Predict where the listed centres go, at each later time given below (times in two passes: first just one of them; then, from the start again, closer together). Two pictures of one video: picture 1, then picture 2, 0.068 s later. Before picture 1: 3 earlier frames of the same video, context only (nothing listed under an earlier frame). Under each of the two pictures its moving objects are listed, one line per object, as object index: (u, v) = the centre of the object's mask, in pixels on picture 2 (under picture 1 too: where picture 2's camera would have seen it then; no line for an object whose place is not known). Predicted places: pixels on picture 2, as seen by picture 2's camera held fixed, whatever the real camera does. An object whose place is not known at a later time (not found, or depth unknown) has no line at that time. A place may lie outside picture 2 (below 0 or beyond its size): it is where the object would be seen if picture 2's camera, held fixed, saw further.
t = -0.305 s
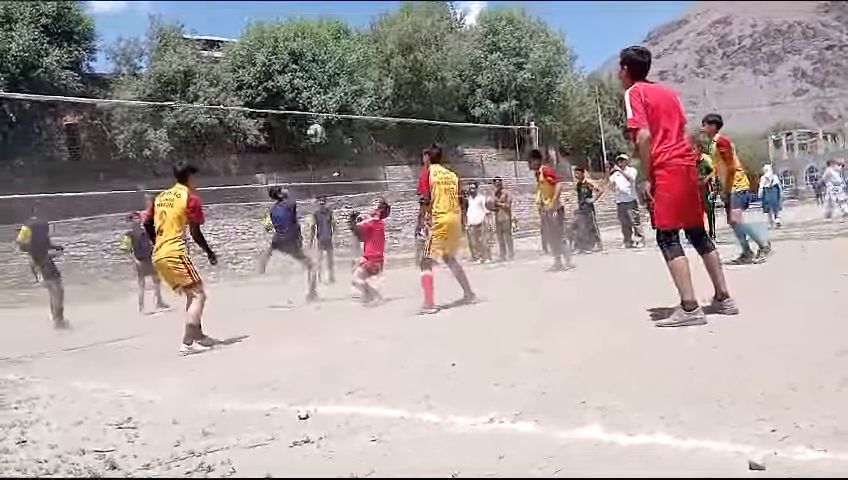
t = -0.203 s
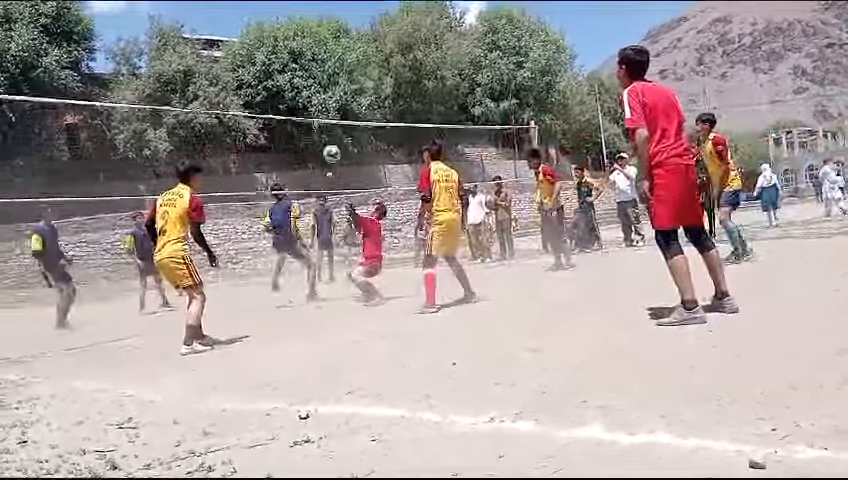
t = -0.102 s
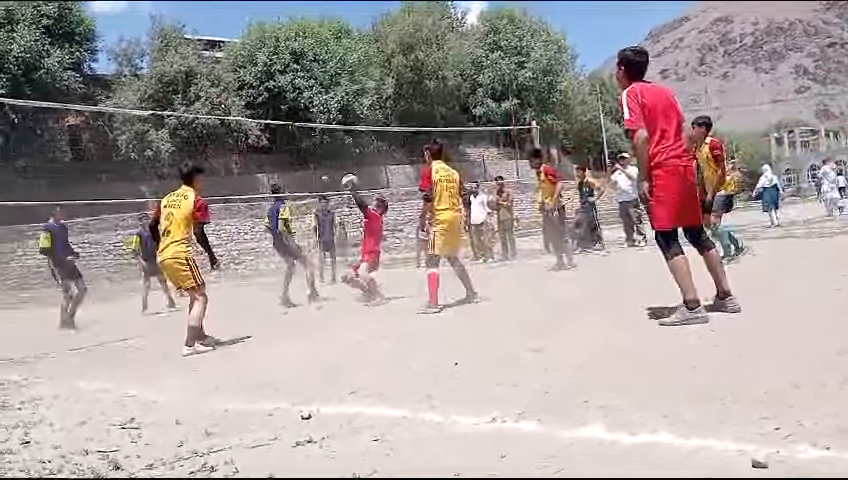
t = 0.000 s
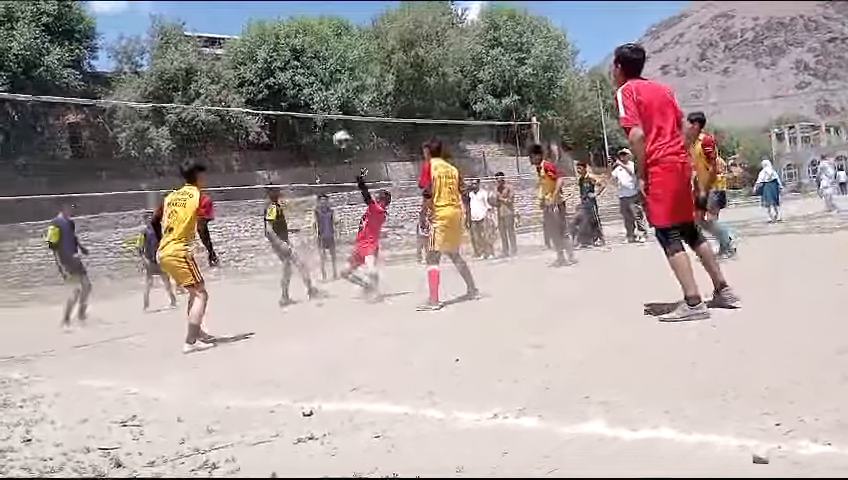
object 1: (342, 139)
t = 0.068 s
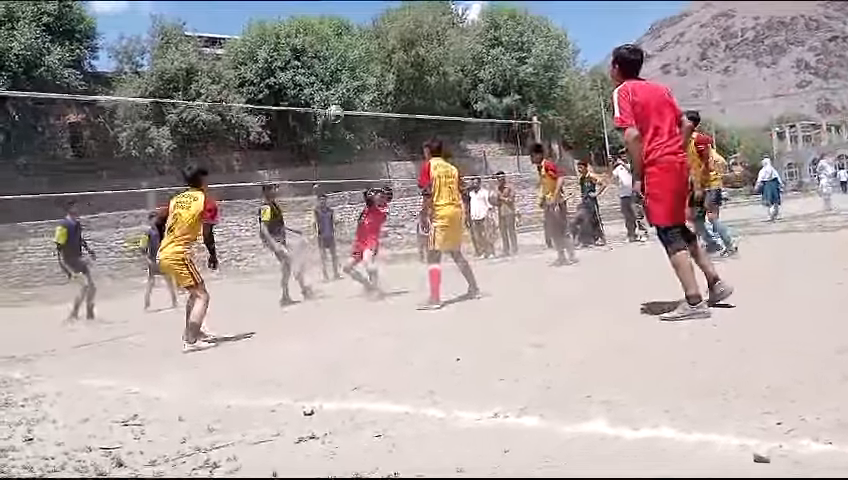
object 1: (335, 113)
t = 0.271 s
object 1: (313, 57)
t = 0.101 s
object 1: (331, 102)
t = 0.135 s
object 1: (328, 96)
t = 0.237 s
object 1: (316, 61)
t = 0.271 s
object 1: (313, 57)
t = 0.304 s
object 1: (311, 51)
